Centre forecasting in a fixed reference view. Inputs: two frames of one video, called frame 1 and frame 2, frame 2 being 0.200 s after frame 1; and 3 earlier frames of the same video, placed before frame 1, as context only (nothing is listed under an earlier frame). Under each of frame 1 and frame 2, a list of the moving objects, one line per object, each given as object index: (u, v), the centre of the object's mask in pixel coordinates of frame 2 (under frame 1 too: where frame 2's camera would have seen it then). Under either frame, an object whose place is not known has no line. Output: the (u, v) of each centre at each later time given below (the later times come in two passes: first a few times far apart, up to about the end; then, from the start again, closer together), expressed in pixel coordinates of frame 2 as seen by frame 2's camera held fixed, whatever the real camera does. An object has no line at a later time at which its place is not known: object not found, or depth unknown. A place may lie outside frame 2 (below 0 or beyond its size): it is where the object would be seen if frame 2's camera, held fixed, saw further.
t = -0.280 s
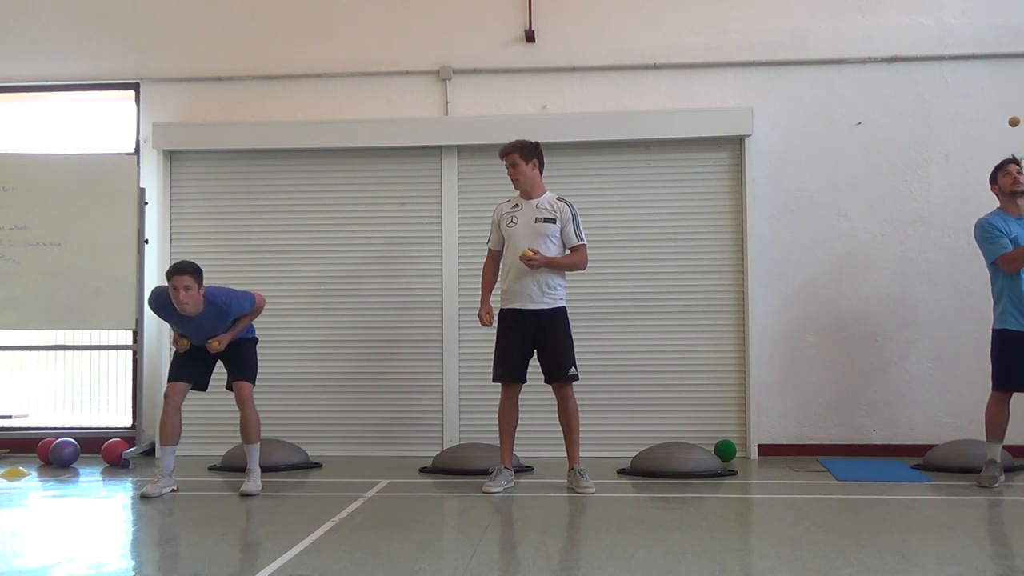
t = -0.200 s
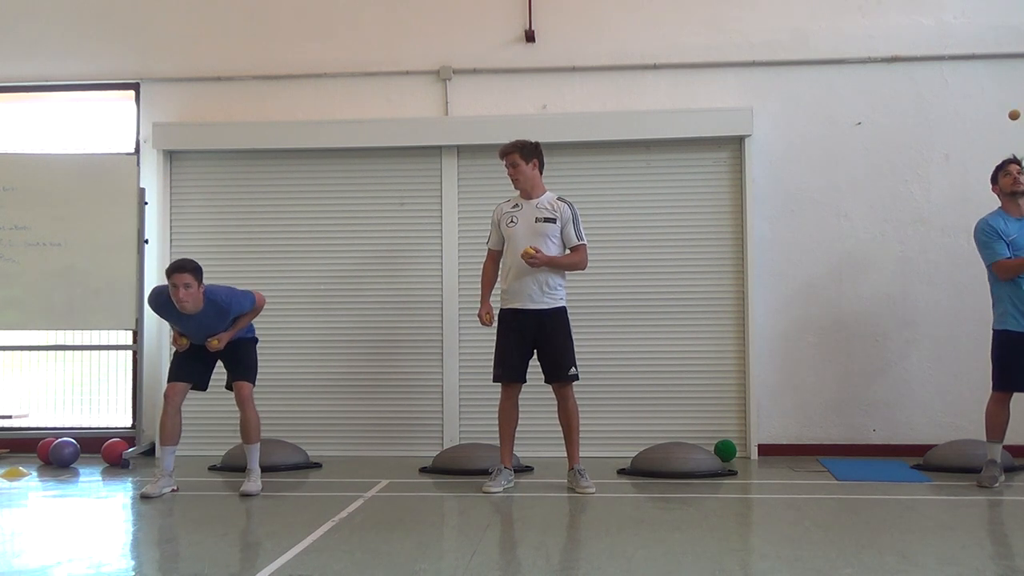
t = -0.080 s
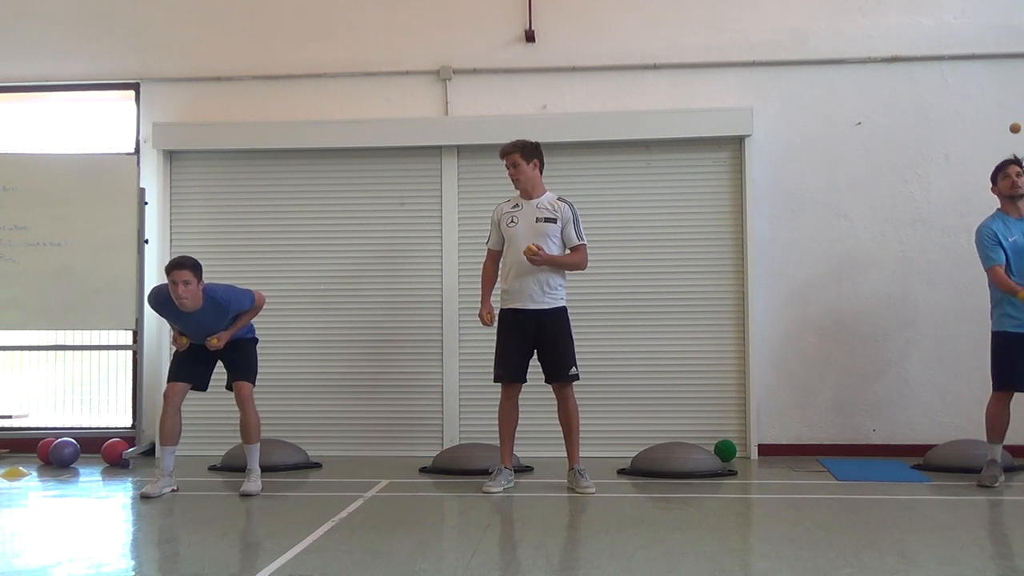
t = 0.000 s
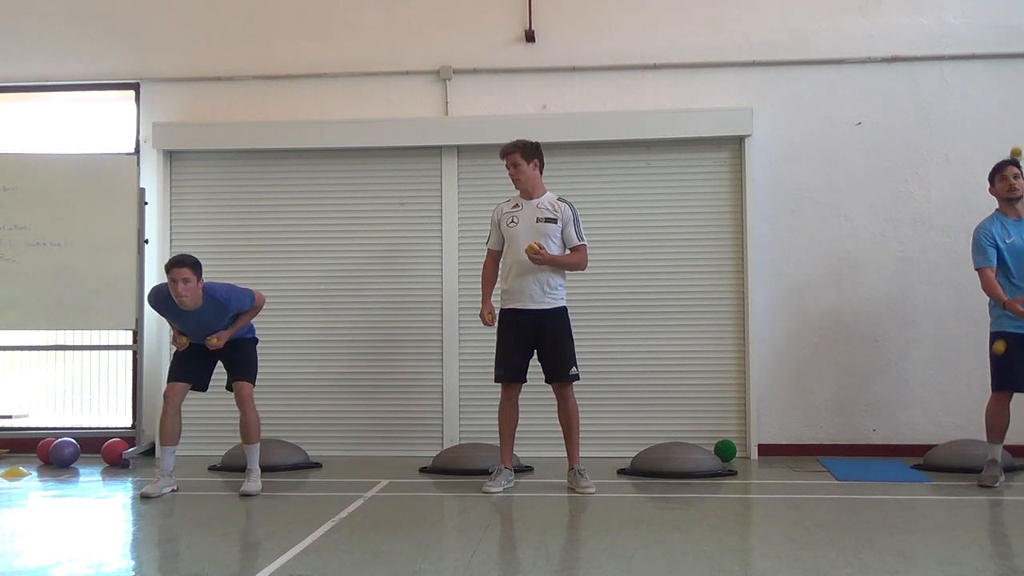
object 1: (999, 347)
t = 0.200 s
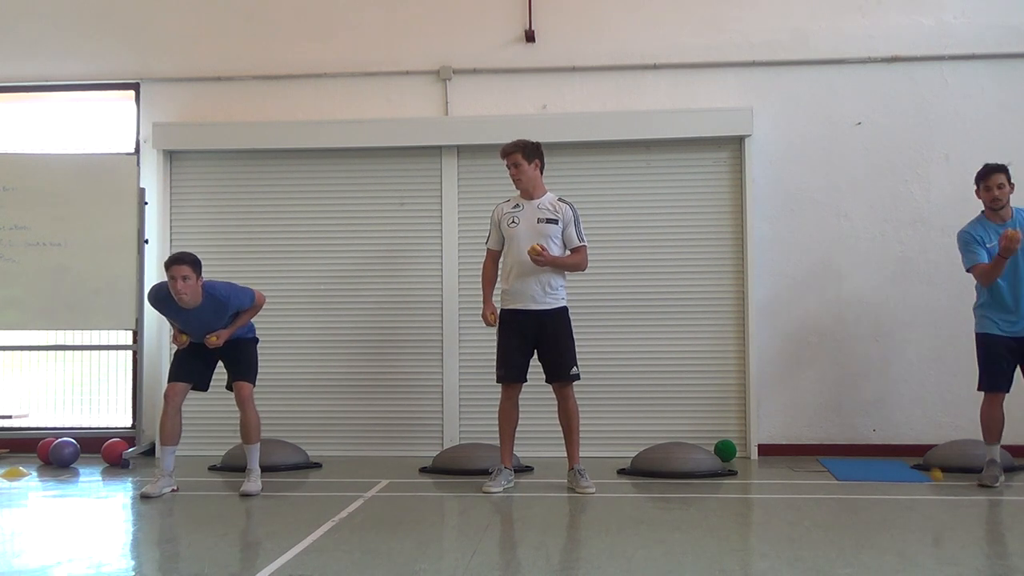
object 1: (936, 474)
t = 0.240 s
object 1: (925, 443)
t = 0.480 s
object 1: (863, 307)
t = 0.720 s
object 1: (801, 288)
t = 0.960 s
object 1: (737, 395)
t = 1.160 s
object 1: (682, 474)
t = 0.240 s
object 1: (925, 443)
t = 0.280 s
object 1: (915, 413)
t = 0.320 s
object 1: (905, 385)
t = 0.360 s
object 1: (895, 361)
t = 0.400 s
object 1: (884, 340)
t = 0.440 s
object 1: (874, 322)
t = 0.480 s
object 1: (863, 307)
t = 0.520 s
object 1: (853, 296)
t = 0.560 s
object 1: (843, 287)
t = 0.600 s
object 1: (832, 282)
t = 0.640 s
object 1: (822, 281)
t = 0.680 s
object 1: (812, 282)
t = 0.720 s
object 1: (801, 288)
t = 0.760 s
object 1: (790, 297)
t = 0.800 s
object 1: (780, 309)
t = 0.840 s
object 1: (769, 325)
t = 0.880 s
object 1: (759, 345)
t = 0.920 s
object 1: (748, 368)
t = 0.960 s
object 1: (737, 395)
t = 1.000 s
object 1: (726, 427)
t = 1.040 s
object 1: (716, 463)
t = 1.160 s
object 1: (682, 474)
